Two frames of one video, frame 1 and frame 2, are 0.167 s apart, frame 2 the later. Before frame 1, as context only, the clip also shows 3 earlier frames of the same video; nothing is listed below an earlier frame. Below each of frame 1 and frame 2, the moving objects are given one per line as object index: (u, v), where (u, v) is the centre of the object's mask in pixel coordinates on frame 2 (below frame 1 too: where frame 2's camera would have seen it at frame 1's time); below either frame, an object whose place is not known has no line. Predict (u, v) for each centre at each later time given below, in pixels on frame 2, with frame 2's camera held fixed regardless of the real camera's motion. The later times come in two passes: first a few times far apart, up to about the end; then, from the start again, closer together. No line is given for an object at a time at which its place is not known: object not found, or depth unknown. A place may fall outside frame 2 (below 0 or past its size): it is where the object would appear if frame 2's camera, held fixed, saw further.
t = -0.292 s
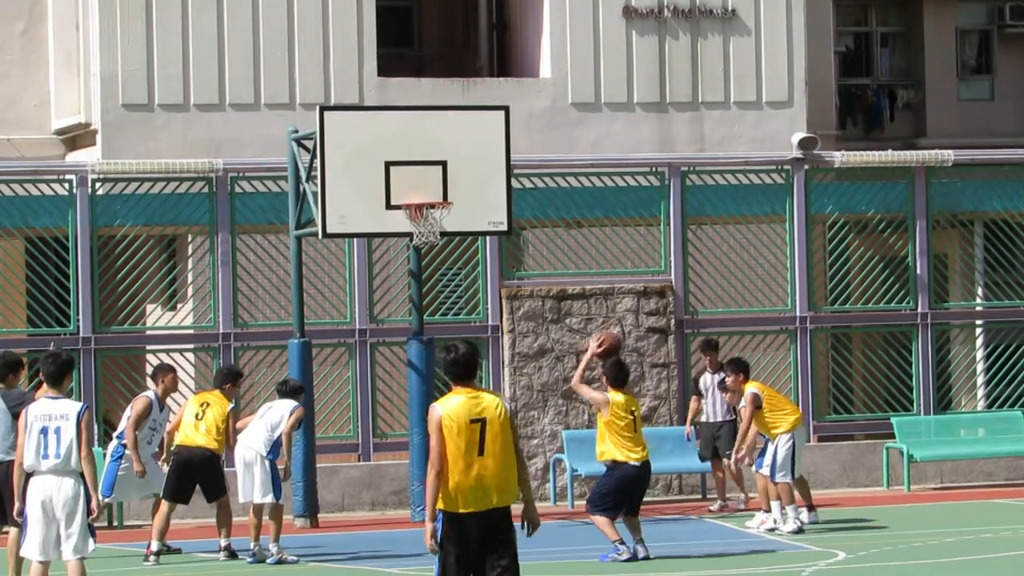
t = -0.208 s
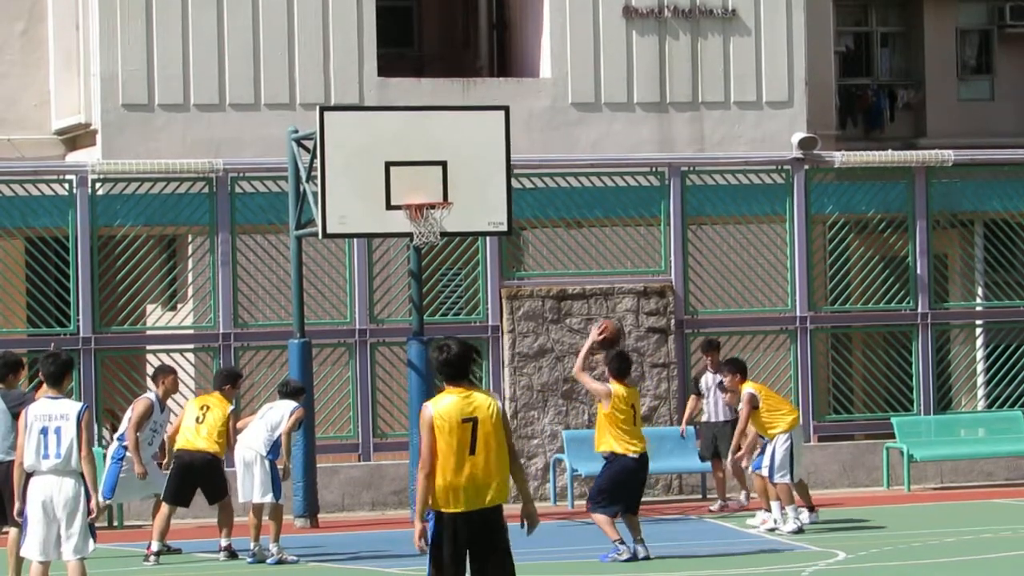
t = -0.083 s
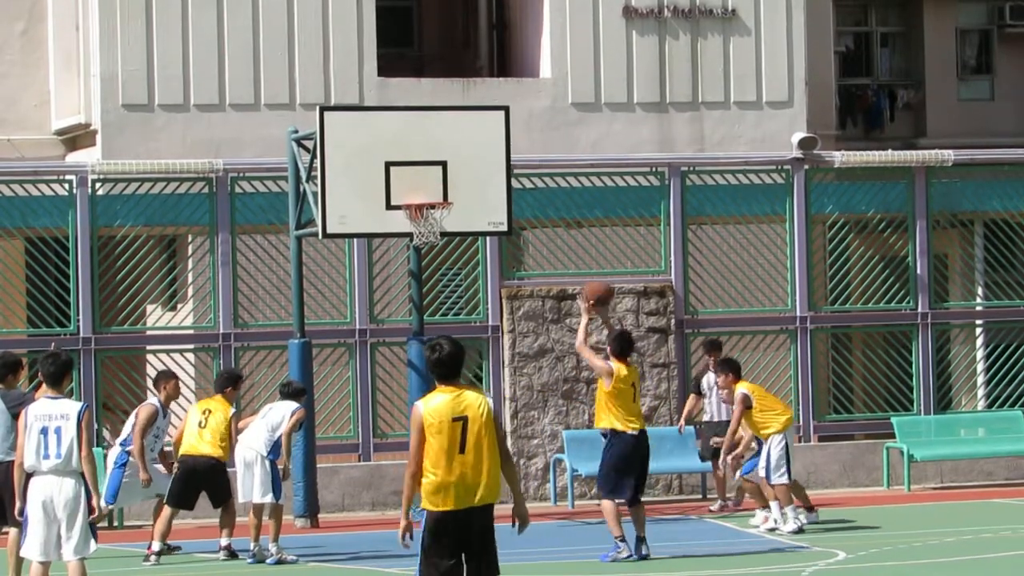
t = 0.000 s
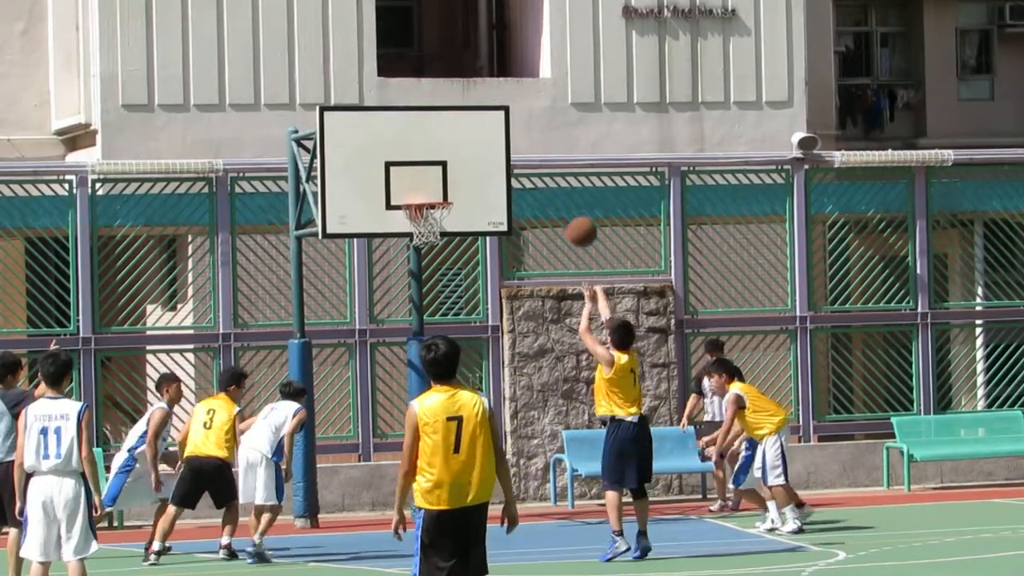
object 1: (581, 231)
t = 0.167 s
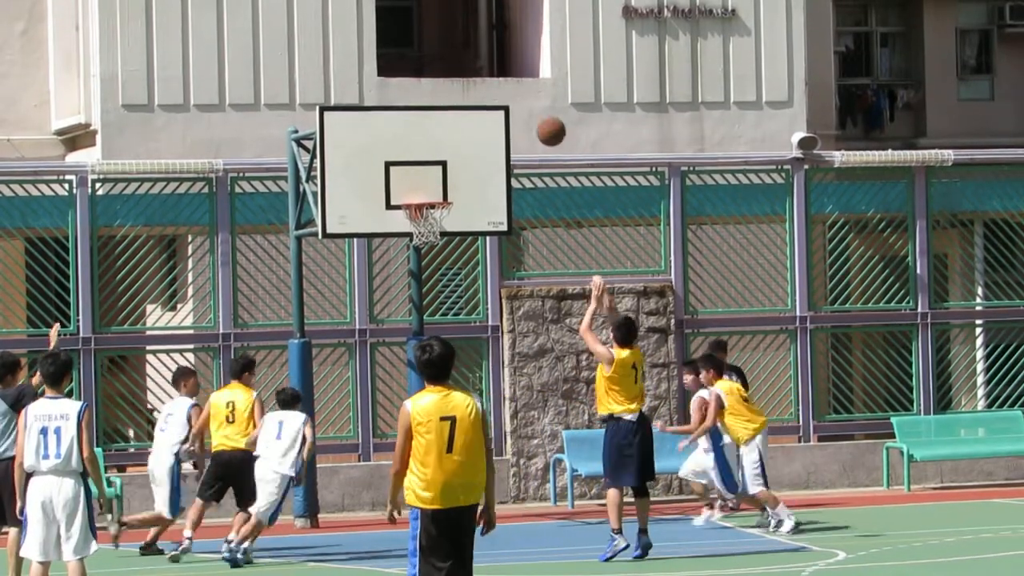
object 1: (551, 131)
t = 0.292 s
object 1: (529, 80)
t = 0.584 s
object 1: (481, 31)
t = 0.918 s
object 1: (434, 95)
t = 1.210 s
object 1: (438, 175)
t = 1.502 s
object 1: (549, 163)
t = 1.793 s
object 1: (659, 241)
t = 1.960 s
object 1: (717, 324)
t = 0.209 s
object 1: (544, 112)
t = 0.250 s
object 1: (537, 95)
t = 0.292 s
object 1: (529, 80)
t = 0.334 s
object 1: (522, 66)
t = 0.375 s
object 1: (514, 54)
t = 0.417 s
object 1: (507, 45)
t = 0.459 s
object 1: (499, 39)
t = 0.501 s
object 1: (494, 35)
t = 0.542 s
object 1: (487, 32)
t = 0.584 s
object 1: (481, 31)
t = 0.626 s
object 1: (474, 33)
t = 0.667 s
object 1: (468, 37)
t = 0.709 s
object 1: (463, 43)
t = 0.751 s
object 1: (458, 50)
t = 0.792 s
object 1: (450, 58)
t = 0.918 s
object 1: (434, 95)
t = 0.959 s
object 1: (429, 114)
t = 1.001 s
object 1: (423, 131)
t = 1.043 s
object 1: (418, 150)
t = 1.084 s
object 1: (413, 173)
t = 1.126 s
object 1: (408, 193)
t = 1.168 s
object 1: (422, 185)
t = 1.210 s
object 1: (438, 175)
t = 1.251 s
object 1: (454, 168)
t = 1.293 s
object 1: (470, 163)
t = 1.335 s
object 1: (486, 159)
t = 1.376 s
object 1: (501, 157)
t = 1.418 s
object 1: (518, 157)
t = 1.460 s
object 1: (534, 159)
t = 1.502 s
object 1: (549, 163)
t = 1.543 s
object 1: (565, 169)
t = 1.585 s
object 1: (581, 176)
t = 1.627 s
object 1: (596, 185)
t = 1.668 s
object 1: (611, 196)
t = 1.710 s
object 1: (627, 209)
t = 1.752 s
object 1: (644, 224)
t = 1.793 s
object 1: (659, 241)
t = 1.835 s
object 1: (673, 259)
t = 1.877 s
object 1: (690, 280)
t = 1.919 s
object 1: (705, 302)
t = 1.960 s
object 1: (717, 324)
